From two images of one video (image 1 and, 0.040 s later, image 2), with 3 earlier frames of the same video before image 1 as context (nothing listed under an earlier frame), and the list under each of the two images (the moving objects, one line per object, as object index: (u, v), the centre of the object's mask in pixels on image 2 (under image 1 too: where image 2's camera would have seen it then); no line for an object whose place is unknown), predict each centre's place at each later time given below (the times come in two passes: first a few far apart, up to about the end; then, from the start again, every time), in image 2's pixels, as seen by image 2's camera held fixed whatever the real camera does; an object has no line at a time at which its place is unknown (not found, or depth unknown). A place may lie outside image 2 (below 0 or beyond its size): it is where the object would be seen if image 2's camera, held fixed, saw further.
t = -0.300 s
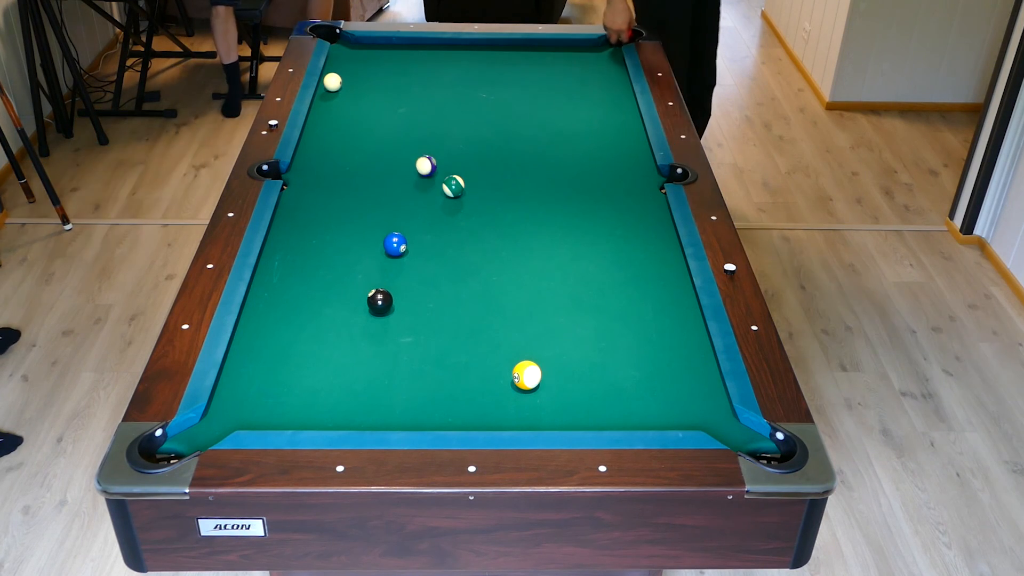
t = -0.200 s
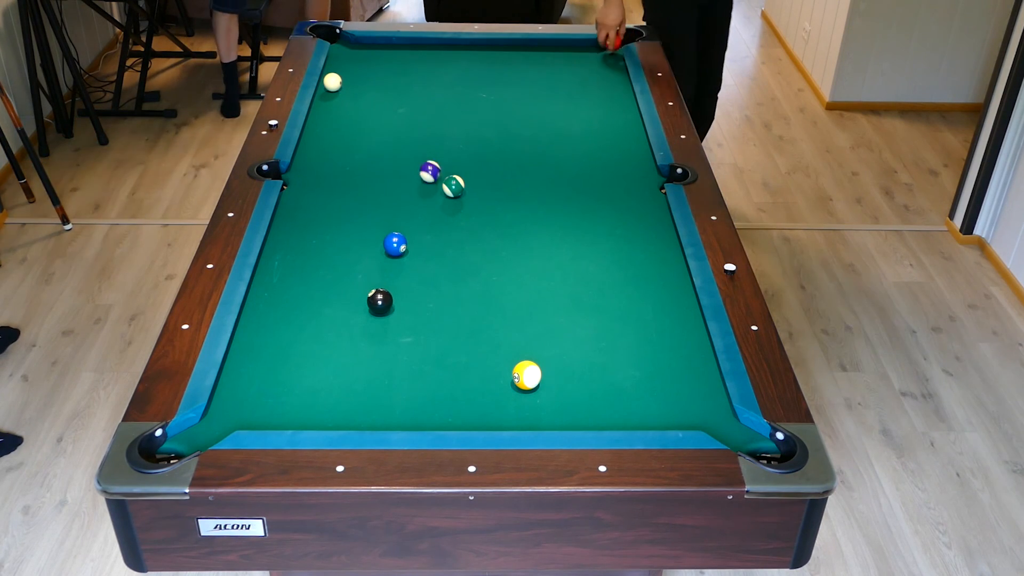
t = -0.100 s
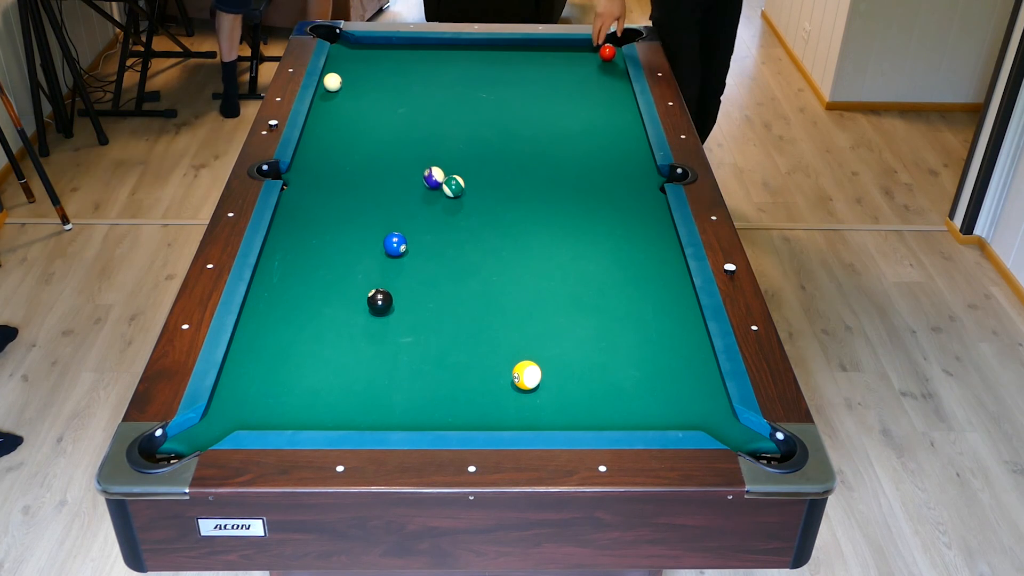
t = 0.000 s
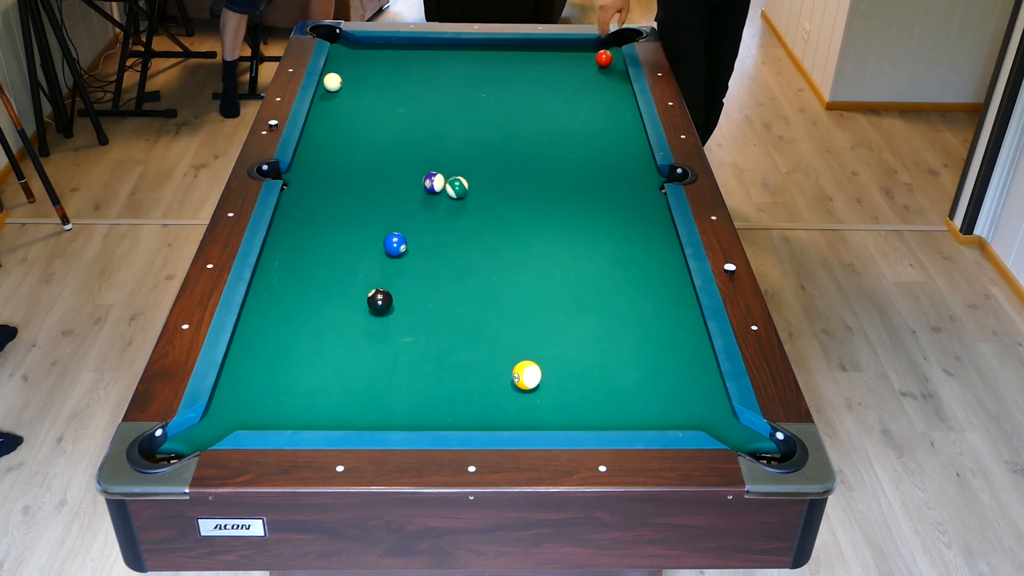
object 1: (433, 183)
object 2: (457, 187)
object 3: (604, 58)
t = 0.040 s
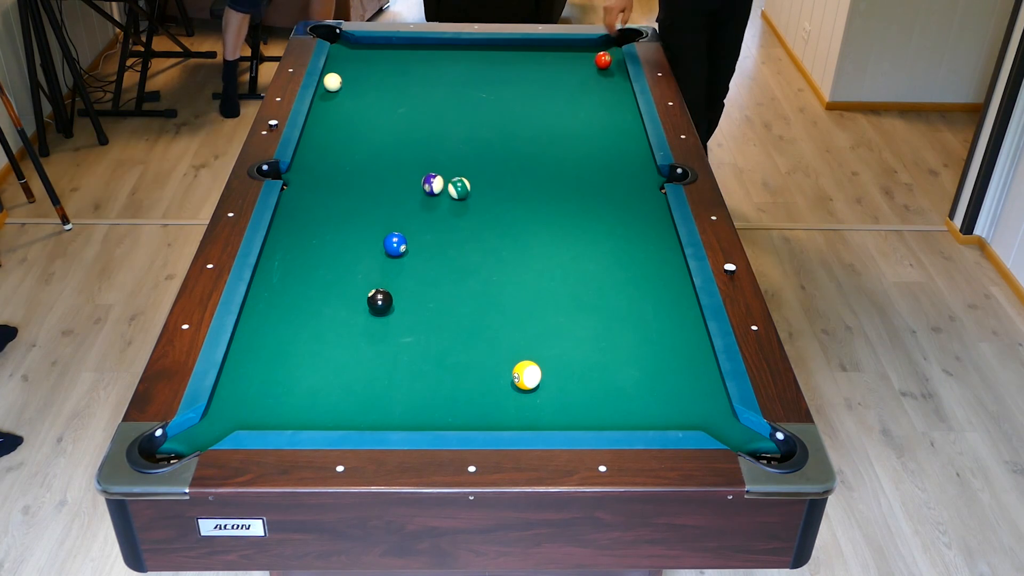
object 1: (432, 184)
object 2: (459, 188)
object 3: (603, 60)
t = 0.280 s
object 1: (426, 193)
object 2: (471, 192)
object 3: (600, 71)
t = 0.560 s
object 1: (420, 202)
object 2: (484, 197)
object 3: (595, 84)
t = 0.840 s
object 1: (415, 211)
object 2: (494, 202)
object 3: (591, 96)
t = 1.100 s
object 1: (411, 219)
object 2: (503, 205)
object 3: (588, 108)
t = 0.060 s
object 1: (432, 185)
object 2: (460, 188)
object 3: (603, 61)
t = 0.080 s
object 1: (431, 186)
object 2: (461, 189)
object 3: (603, 62)
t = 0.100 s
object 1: (431, 186)
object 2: (462, 189)
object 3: (602, 63)
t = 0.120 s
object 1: (430, 187)
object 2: (463, 190)
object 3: (602, 64)
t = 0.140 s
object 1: (430, 188)
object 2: (464, 190)
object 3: (602, 65)
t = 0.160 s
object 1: (429, 189)
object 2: (465, 190)
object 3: (601, 66)
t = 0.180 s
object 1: (429, 189)
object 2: (466, 191)
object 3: (601, 66)
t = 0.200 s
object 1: (428, 190)
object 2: (467, 191)
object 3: (601, 67)
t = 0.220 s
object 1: (428, 191)
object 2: (468, 191)
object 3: (601, 68)
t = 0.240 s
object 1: (427, 191)
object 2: (469, 192)
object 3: (600, 69)
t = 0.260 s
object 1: (427, 192)
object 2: (470, 192)
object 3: (600, 70)
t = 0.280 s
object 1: (426, 193)
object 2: (471, 192)
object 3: (600, 71)
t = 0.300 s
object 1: (426, 193)
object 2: (472, 193)
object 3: (599, 72)
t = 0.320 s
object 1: (426, 194)
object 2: (473, 193)
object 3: (599, 73)
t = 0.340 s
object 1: (425, 195)
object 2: (474, 194)
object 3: (599, 74)
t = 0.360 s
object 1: (425, 195)
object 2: (475, 194)
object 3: (599, 74)
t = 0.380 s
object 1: (424, 196)
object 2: (476, 194)
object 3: (598, 75)
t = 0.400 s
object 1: (424, 197)
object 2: (476, 195)
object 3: (598, 76)
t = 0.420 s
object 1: (423, 198)
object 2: (477, 195)
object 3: (598, 77)
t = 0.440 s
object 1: (423, 198)
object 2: (478, 195)
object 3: (597, 78)
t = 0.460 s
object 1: (422, 199)
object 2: (479, 196)
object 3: (597, 79)
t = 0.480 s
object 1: (422, 200)
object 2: (480, 196)
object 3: (597, 80)
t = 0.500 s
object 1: (422, 200)
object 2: (481, 197)
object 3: (596, 81)
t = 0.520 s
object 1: (421, 201)
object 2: (482, 197)
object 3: (596, 82)
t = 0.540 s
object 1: (421, 202)
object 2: (483, 197)
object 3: (596, 83)
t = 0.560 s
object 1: (420, 202)
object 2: (484, 197)
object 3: (595, 84)
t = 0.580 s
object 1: (420, 203)
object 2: (484, 198)
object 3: (595, 84)
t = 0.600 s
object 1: (420, 204)
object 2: (485, 198)
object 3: (595, 85)
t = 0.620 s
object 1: (419, 204)
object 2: (486, 198)
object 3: (595, 86)
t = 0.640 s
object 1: (419, 205)
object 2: (487, 199)
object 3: (594, 87)
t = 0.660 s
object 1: (418, 206)
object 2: (488, 199)
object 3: (594, 88)
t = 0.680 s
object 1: (418, 206)
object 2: (489, 199)
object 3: (594, 89)
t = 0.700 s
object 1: (418, 207)
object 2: (490, 200)
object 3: (593, 90)
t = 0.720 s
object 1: (417, 207)
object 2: (490, 200)
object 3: (593, 91)
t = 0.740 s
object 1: (417, 208)
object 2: (491, 200)
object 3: (593, 92)
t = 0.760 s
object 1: (417, 209)
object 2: (492, 200)
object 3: (593, 92)
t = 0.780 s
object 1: (416, 210)
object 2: (493, 201)
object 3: (592, 93)
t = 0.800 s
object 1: (416, 210)
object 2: (493, 201)
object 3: (592, 94)
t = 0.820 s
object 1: (415, 211)
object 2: (494, 201)
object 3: (592, 95)
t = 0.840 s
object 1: (415, 211)
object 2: (494, 202)
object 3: (591, 96)
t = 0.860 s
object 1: (415, 212)
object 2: (495, 202)
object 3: (591, 97)
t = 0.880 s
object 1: (414, 213)
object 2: (496, 202)
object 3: (591, 98)
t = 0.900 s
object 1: (414, 213)
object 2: (497, 202)
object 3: (590, 99)
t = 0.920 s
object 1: (414, 214)
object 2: (497, 202)
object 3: (590, 100)
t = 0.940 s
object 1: (413, 214)
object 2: (498, 203)
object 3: (590, 101)
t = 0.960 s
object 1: (413, 215)
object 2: (499, 203)
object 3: (590, 101)
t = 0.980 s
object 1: (413, 216)
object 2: (499, 203)
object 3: (589, 102)
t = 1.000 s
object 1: (412, 216)
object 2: (500, 203)
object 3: (589, 103)
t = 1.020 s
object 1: (412, 217)
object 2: (501, 204)
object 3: (589, 104)
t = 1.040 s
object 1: (412, 217)
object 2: (501, 204)
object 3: (588, 105)
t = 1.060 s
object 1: (411, 218)
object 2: (502, 204)
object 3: (588, 106)
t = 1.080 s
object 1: (411, 218)
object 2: (503, 204)
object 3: (588, 107)
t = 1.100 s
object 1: (411, 219)
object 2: (503, 205)
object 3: (588, 108)
